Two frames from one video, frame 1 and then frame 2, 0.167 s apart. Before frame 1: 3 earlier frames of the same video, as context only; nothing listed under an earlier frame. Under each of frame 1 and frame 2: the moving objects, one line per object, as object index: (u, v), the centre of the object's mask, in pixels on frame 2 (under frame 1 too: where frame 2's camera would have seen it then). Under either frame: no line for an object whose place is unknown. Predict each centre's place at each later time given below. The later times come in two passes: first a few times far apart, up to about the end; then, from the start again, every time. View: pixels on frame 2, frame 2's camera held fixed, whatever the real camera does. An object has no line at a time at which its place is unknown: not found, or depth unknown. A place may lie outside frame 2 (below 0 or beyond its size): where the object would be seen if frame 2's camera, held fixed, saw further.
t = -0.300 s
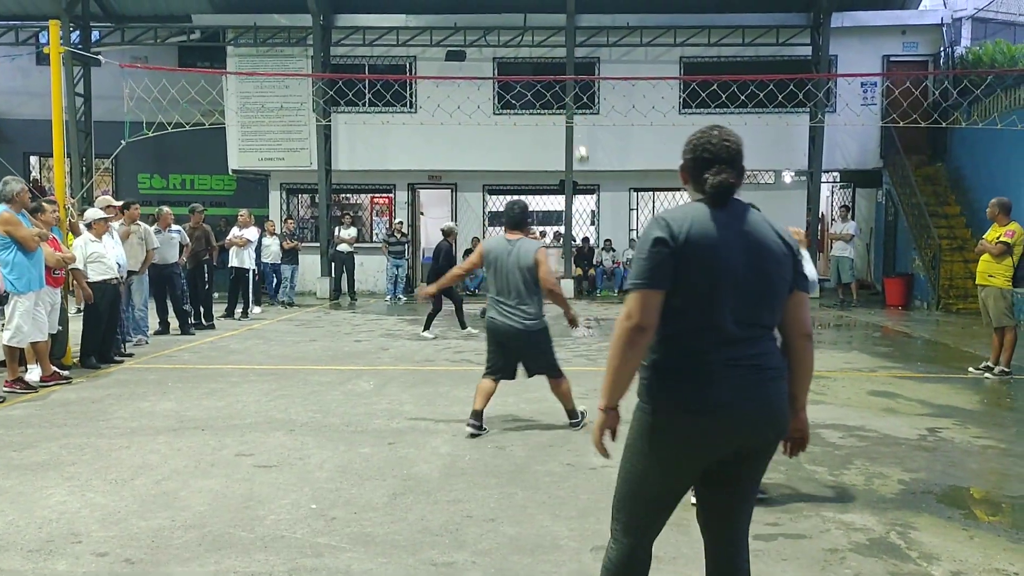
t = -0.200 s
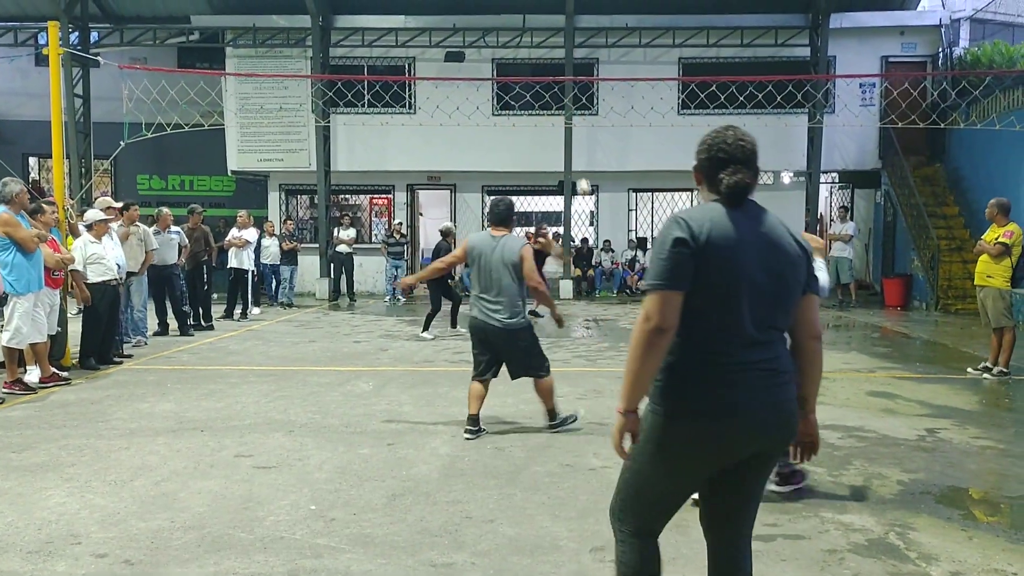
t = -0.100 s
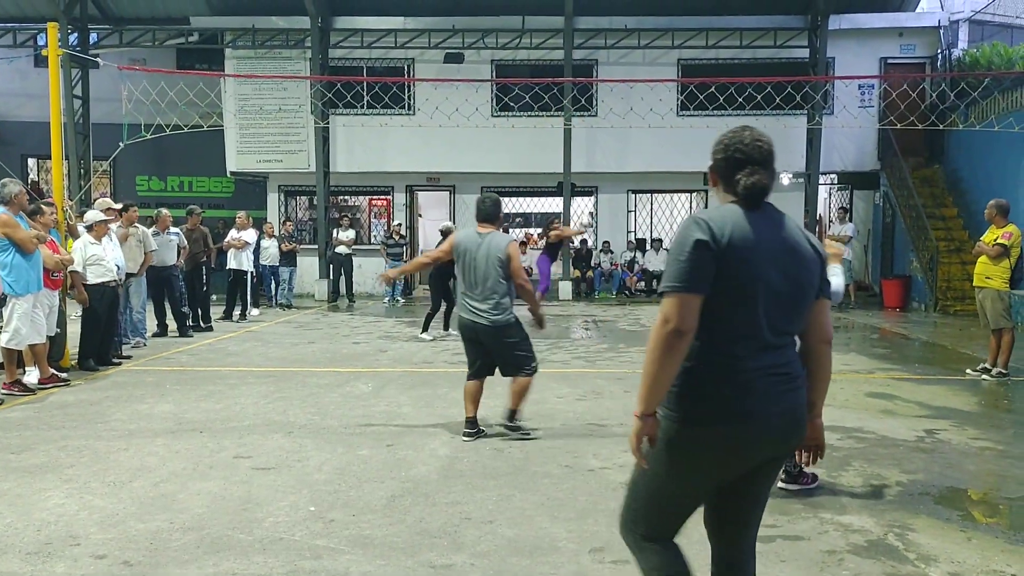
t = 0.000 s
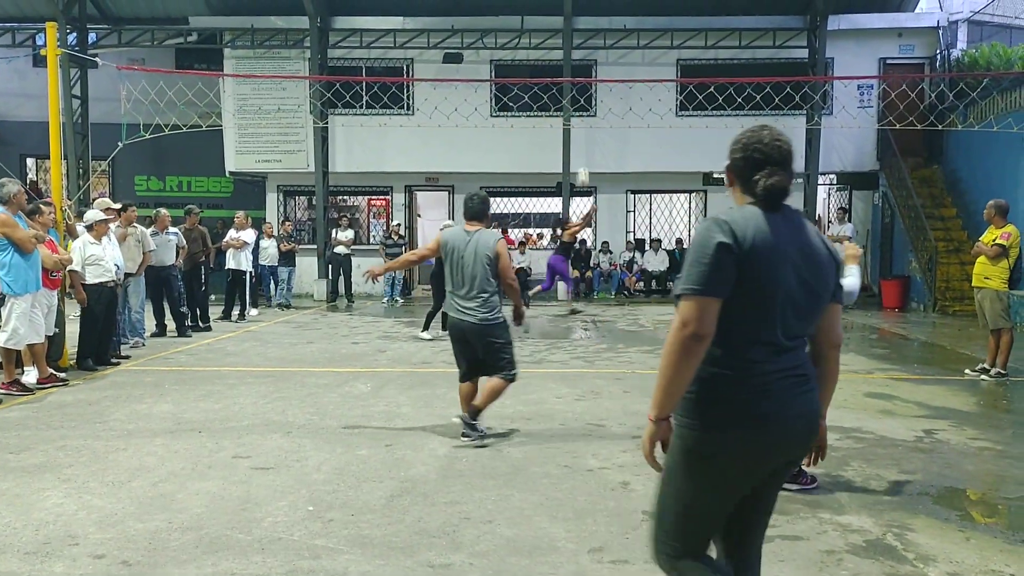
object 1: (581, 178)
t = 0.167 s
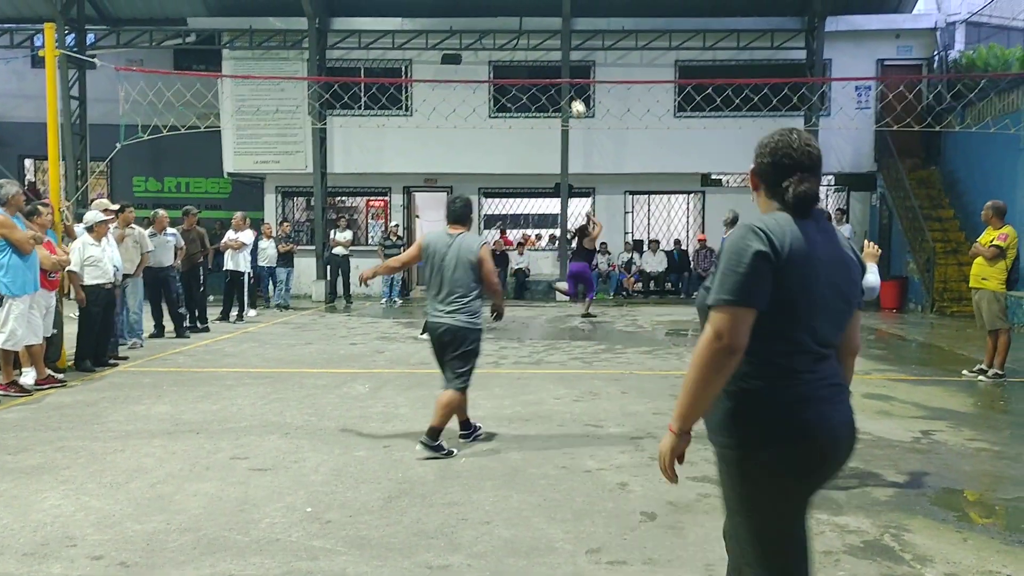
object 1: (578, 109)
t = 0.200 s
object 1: (577, 96)
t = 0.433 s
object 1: (571, 30)
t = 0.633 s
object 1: (566, -1)
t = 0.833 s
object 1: (560, -5)
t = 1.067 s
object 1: (553, 26)
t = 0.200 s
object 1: (577, 96)
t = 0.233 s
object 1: (577, 87)
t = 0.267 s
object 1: (576, 73)
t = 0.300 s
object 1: (575, 65)
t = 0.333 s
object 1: (574, 54)
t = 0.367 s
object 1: (573, 45)
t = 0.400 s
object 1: (573, 37)
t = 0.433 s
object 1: (571, 30)
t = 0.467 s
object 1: (570, 23)
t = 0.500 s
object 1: (570, 17)
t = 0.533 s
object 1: (569, 11)
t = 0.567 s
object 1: (568, 7)
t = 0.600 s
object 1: (567, 2)
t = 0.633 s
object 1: (566, -1)
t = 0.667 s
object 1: (565, -4)
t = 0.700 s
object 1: (564, -6)
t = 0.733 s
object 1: (563, -7)
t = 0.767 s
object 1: (562, -7)
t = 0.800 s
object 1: (561, -7)
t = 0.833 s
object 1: (560, -5)
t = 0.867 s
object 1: (559, -3)
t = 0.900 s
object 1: (558, -1)
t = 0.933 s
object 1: (557, 3)
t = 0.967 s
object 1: (556, 8)
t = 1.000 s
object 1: (555, 13)
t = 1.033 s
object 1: (554, 19)
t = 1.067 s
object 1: (553, 26)
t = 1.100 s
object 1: (551, 34)
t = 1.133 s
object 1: (550, 43)
